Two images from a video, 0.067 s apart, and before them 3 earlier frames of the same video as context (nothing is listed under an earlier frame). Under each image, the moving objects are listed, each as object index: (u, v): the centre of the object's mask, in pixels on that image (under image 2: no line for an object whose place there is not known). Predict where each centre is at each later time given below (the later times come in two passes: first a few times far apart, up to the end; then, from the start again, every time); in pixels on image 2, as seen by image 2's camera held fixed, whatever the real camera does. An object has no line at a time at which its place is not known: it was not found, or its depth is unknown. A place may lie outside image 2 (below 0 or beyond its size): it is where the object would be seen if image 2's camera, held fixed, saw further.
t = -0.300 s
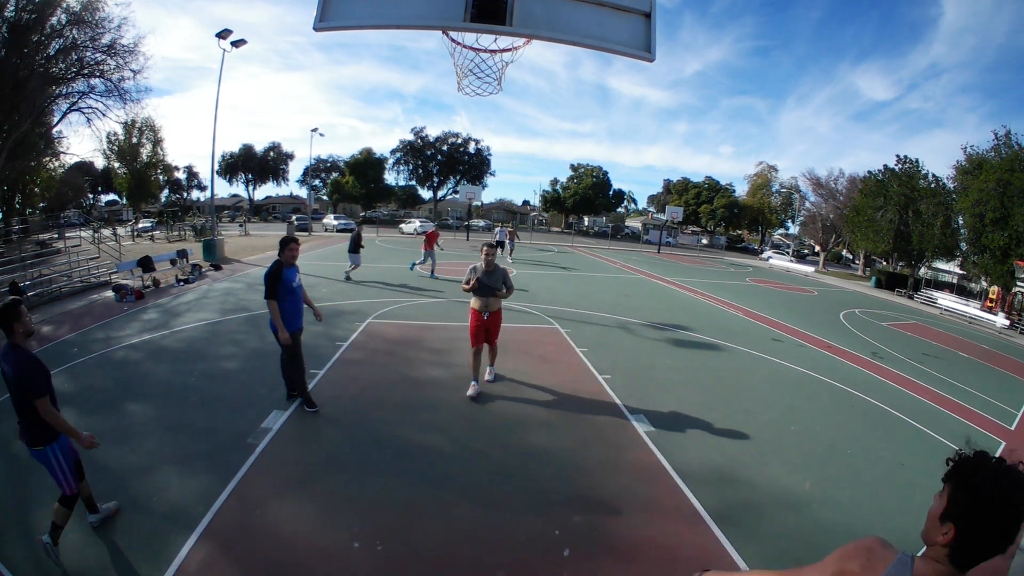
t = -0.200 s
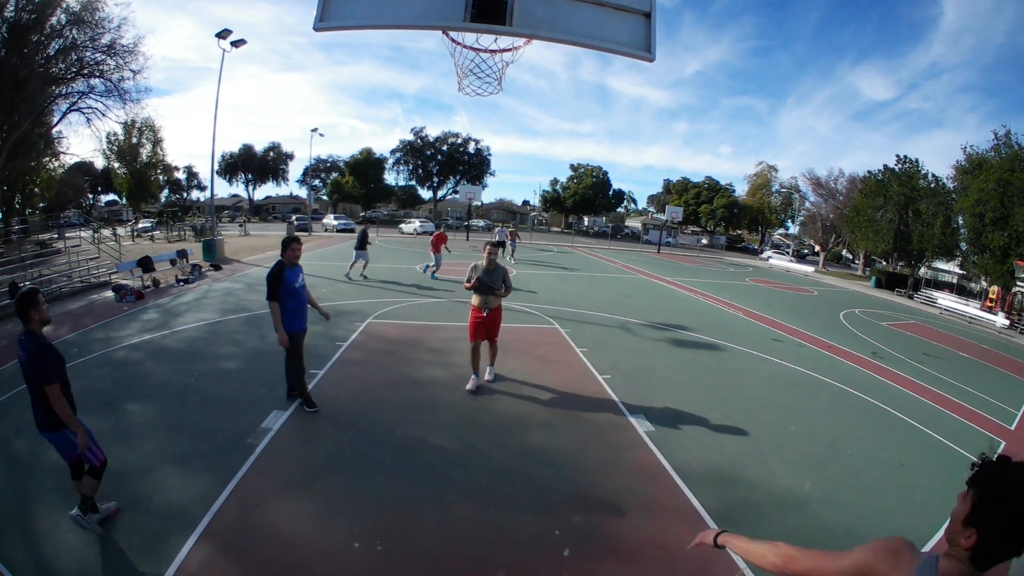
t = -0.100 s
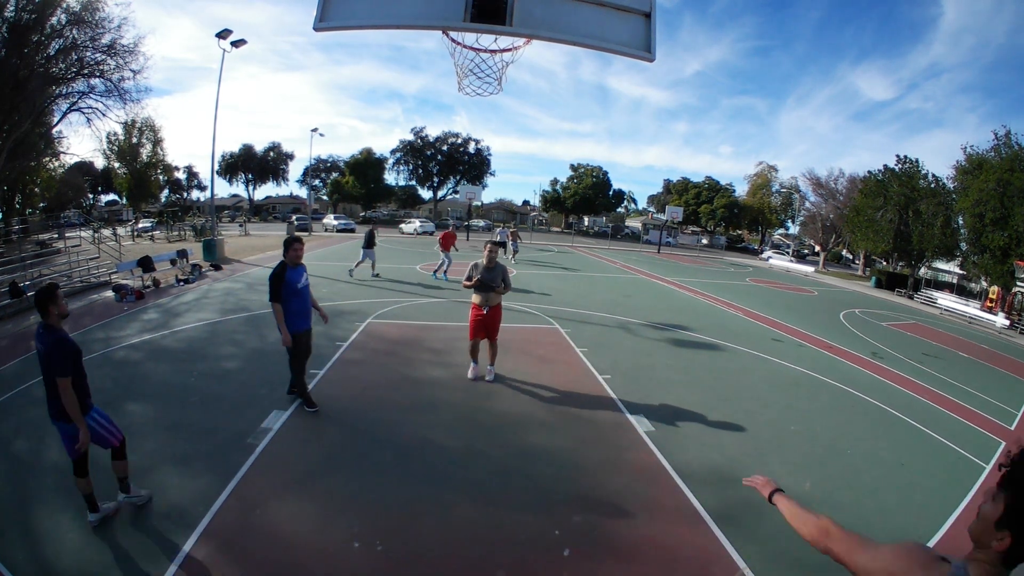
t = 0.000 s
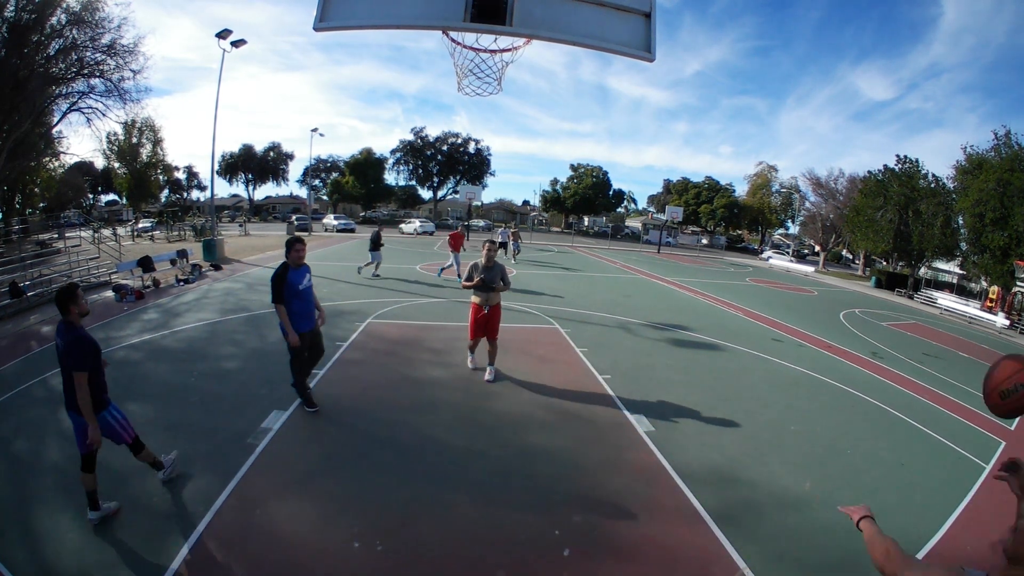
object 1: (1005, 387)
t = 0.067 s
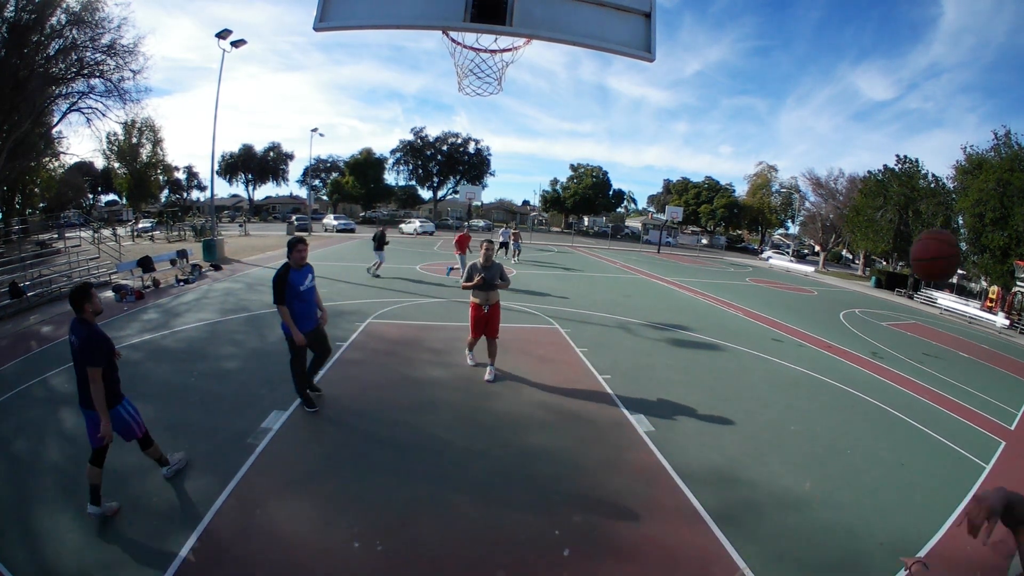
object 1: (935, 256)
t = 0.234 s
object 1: (778, 124)
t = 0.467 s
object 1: (684, 106)
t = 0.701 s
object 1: (642, 132)
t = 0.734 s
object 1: (638, 137)
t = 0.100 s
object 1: (896, 211)
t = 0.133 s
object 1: (860, 178)
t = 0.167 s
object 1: (829, 154)
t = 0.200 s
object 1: (801, 137)
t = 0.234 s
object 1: (778, 124)
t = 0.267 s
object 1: (758, 116)
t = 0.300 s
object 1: (741, 110)
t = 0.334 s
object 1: (727, 107)
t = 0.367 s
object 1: (714, 105)
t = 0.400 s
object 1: (702, 104)
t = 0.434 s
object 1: (693, 105)
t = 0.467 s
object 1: (684, 106)
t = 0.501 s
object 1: (676, 109)
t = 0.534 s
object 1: (669, 111)
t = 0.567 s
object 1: (663, 115)
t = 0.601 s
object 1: (657, 119)
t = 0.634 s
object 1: (651, 123)
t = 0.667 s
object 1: (646, 127)
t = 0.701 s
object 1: (642, 132)
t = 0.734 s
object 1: (638, 137)
